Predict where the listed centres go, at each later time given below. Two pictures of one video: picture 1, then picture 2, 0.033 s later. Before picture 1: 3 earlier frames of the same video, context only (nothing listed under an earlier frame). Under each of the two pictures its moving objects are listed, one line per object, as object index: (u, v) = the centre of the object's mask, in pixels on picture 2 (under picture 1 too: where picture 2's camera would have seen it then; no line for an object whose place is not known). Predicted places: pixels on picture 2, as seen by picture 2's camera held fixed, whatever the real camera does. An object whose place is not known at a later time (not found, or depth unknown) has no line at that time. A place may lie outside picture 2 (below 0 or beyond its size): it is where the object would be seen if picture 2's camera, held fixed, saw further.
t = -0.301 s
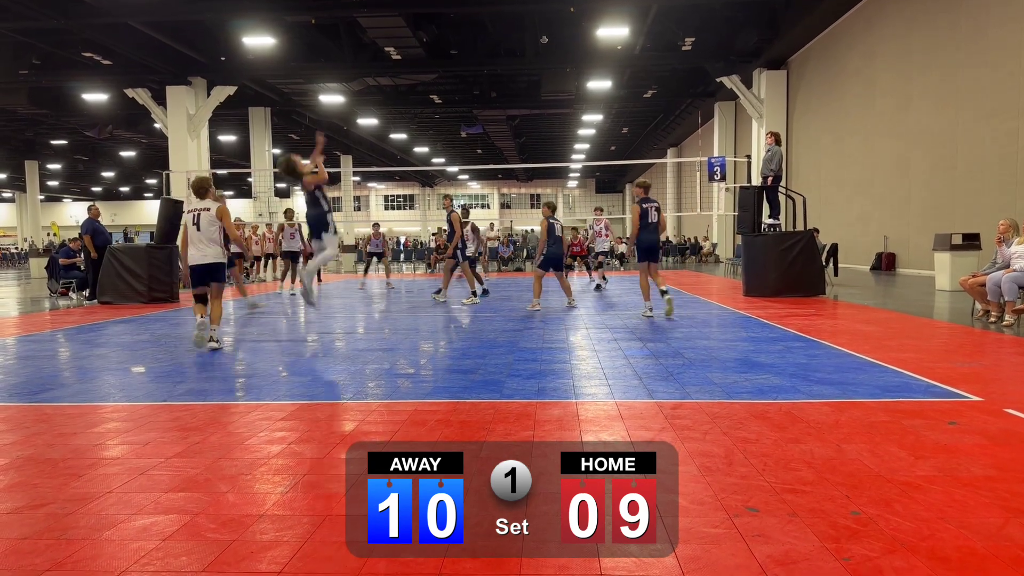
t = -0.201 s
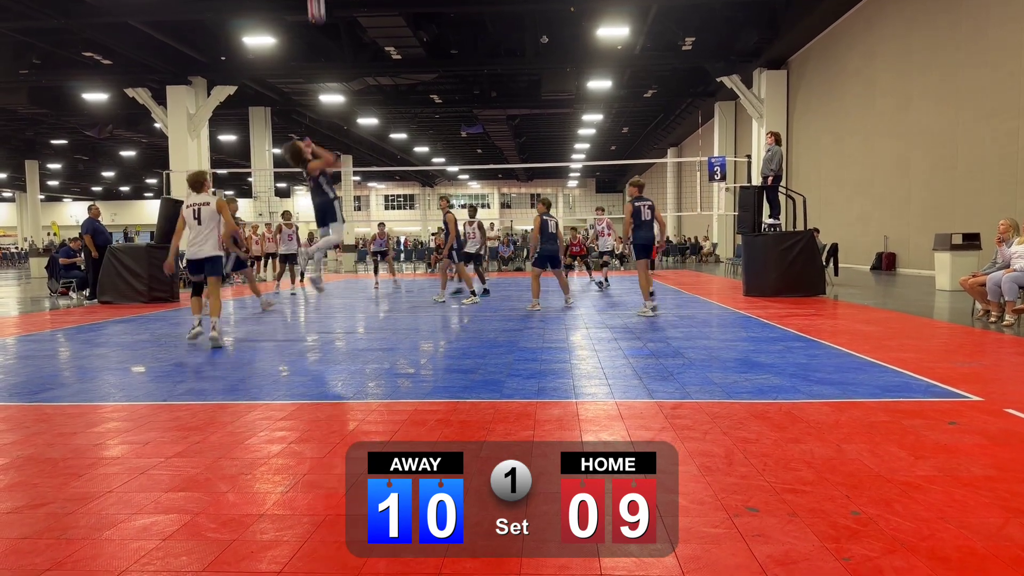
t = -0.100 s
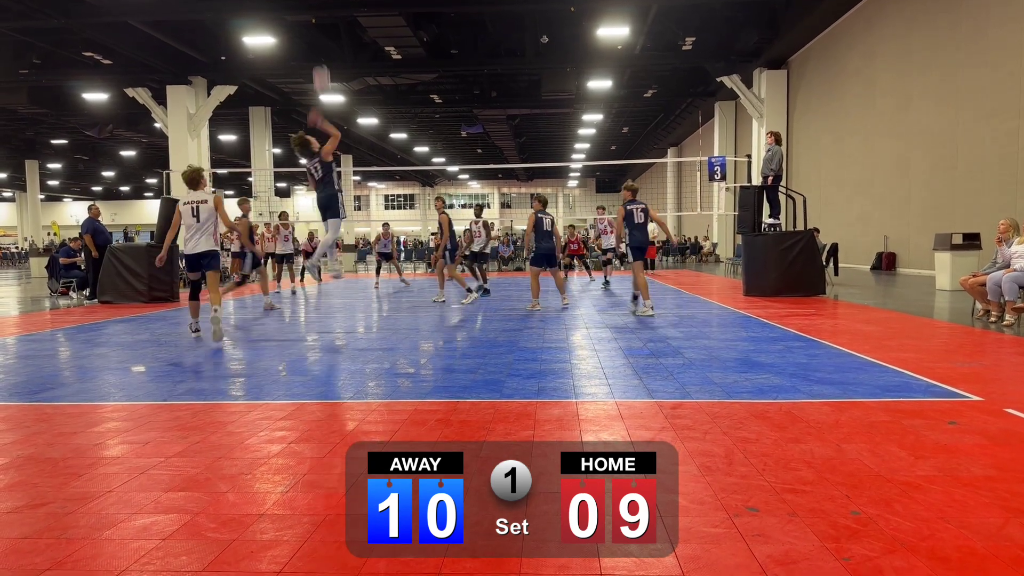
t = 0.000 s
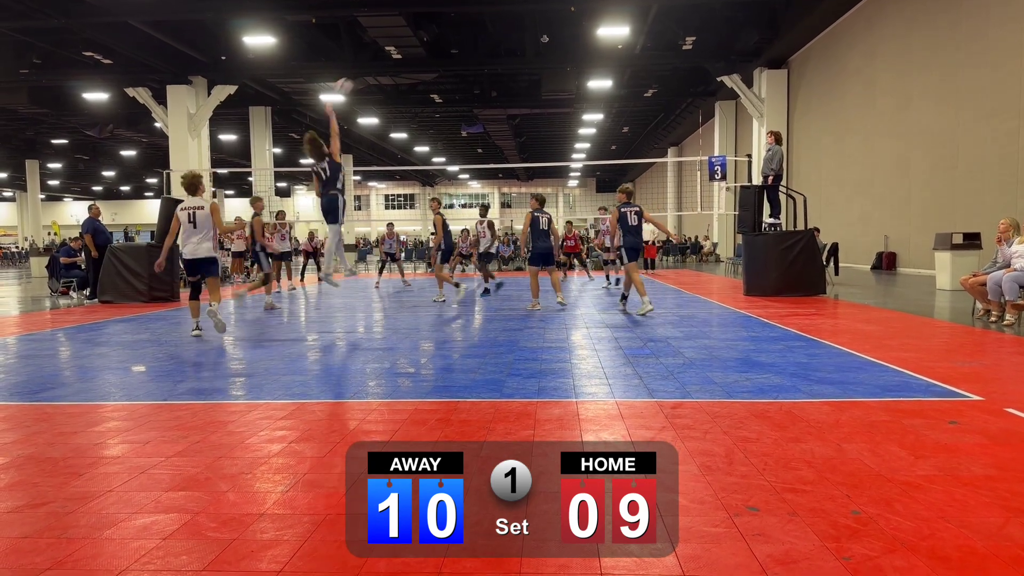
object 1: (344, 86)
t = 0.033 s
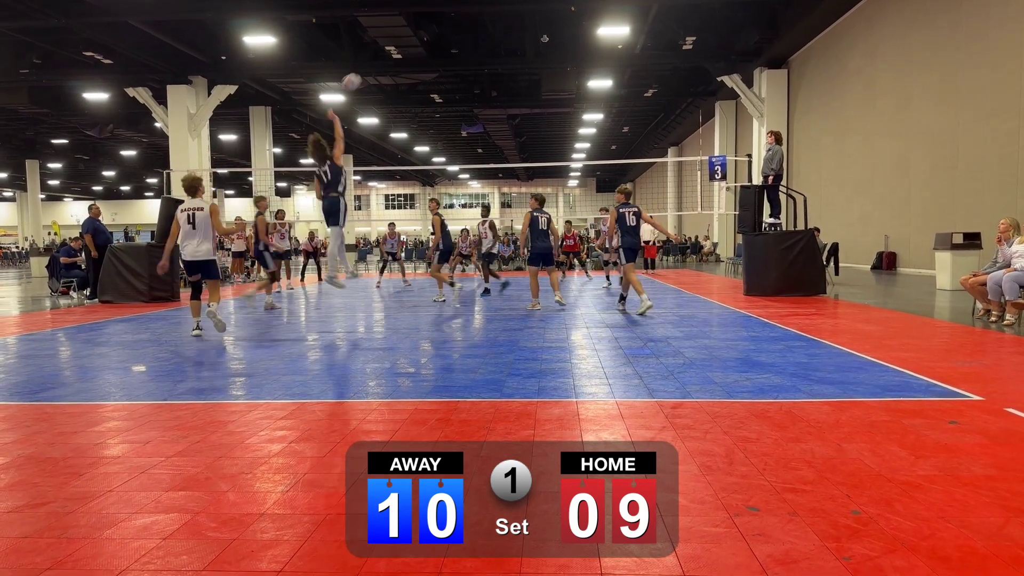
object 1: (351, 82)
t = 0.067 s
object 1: (359, 78)
